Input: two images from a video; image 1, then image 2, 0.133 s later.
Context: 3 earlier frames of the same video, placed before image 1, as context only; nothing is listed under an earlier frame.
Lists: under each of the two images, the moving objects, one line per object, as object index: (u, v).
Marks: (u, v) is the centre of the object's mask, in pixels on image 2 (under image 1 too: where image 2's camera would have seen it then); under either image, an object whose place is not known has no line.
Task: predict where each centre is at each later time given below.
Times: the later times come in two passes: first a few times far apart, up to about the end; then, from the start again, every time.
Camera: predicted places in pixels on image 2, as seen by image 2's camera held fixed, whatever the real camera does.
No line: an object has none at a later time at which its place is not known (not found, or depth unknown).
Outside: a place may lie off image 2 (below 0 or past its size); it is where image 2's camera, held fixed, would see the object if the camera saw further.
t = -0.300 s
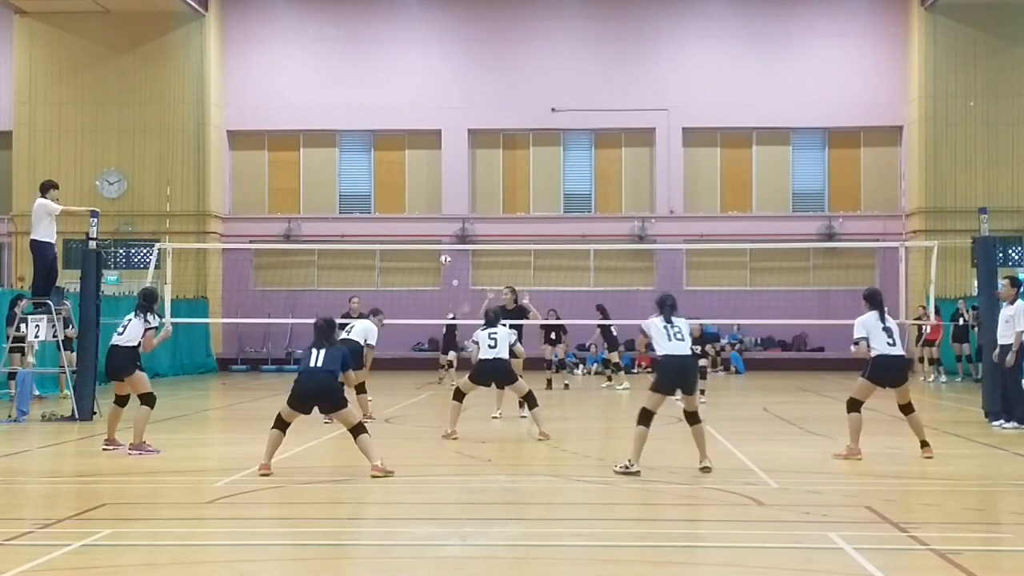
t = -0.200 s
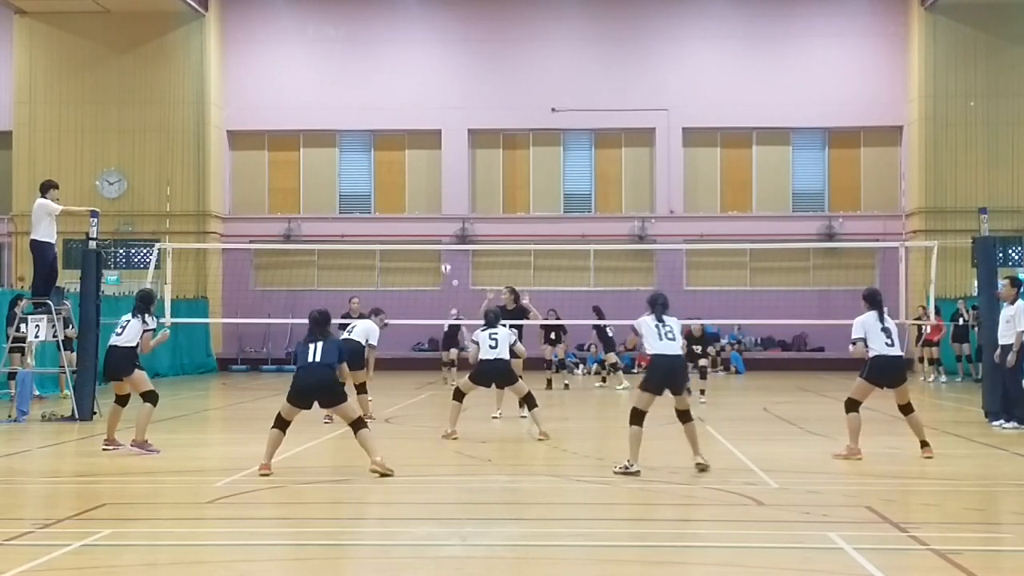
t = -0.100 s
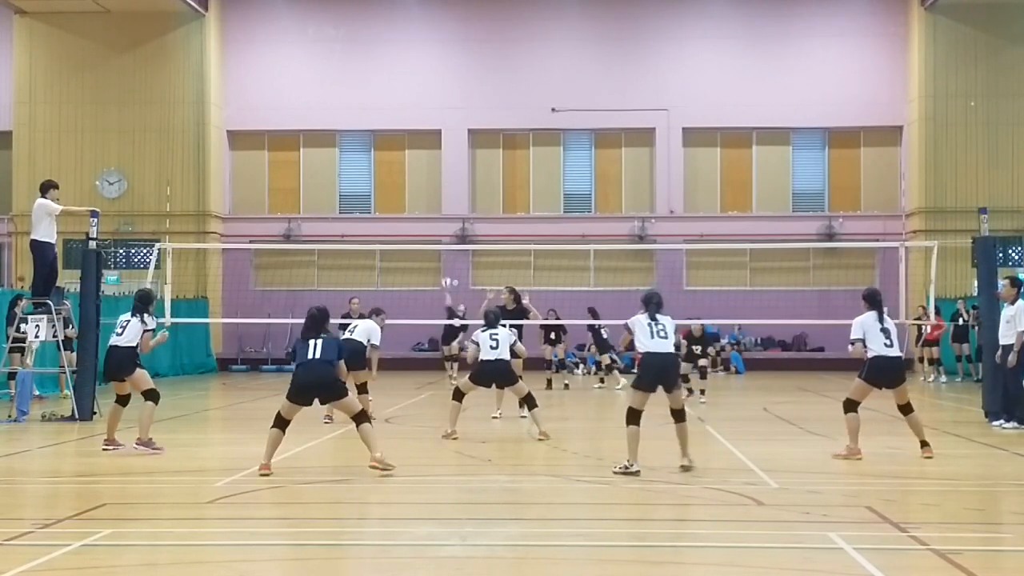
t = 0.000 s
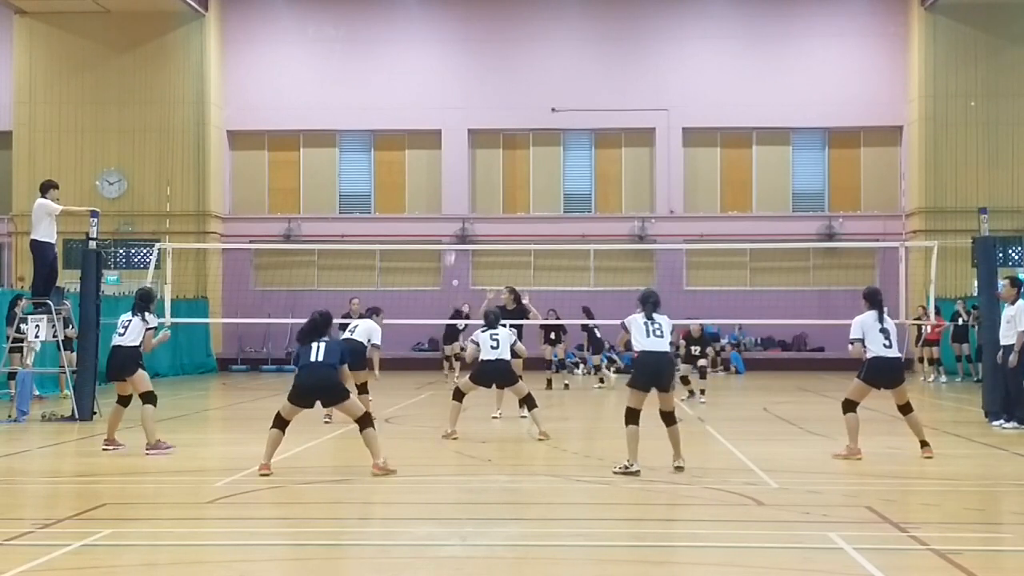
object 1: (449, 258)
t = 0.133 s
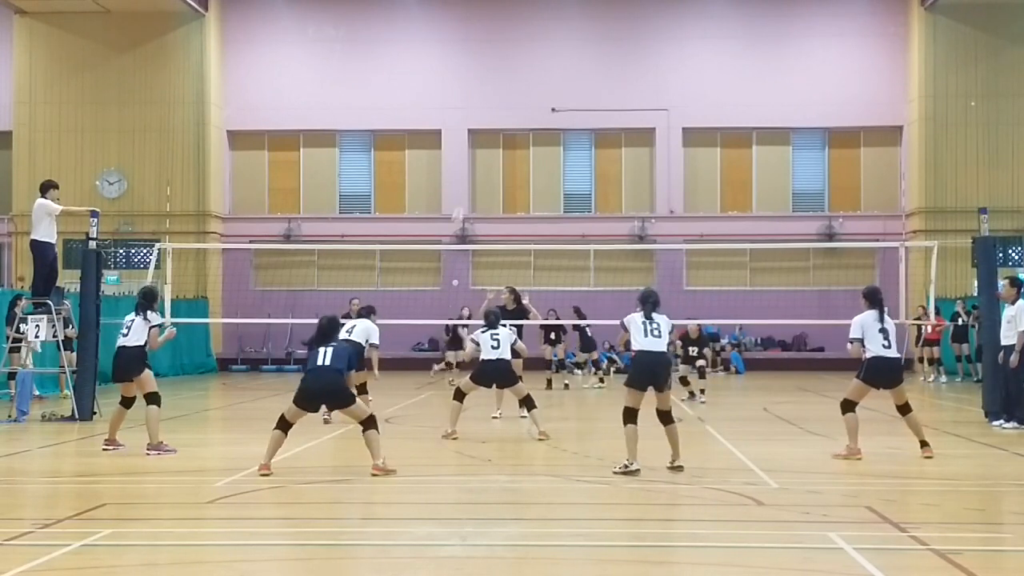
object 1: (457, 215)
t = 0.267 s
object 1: (470, 175)
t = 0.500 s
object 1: (498, 129)
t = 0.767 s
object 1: (542, 129)
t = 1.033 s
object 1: (603, 196)
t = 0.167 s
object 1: (460, 203)
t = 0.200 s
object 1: (463, 194)
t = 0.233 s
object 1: (467, 185)
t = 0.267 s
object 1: (470, 175)
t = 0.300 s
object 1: (474, 166)
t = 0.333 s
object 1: (477, 158)
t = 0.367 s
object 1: (481, 151)
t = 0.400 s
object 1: (485, 144)
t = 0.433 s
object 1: (489, 139)
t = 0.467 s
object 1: (493, 135)
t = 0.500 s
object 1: (498, 129)
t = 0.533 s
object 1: (502, 127)
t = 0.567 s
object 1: (507, 124)
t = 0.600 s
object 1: (512, 121)
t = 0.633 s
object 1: (518, 121)
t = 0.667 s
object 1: (523, 122)
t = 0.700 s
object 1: (529, 123)
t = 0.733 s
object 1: (536, 126)
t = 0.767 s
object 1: (542, 129)
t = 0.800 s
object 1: (549, 132)
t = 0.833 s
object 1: (556, 137)
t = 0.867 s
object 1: (563, 143)
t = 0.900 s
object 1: (570, 151)
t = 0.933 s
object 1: (577, 161)
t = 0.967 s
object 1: (585, 172)
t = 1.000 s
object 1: (594, 184)
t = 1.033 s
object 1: (603, 196)
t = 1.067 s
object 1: (611, 210)
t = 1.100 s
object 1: (622, 228)
